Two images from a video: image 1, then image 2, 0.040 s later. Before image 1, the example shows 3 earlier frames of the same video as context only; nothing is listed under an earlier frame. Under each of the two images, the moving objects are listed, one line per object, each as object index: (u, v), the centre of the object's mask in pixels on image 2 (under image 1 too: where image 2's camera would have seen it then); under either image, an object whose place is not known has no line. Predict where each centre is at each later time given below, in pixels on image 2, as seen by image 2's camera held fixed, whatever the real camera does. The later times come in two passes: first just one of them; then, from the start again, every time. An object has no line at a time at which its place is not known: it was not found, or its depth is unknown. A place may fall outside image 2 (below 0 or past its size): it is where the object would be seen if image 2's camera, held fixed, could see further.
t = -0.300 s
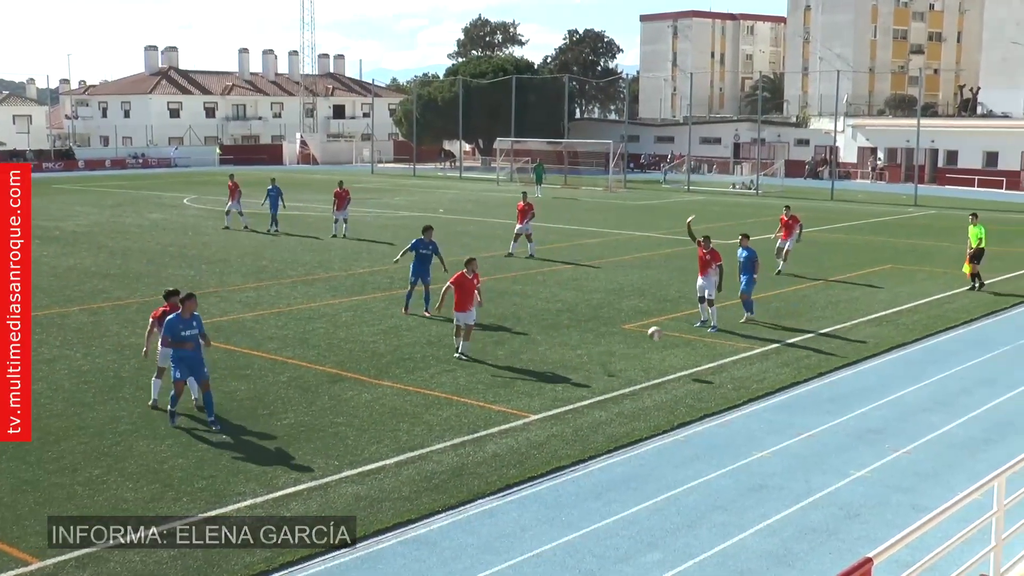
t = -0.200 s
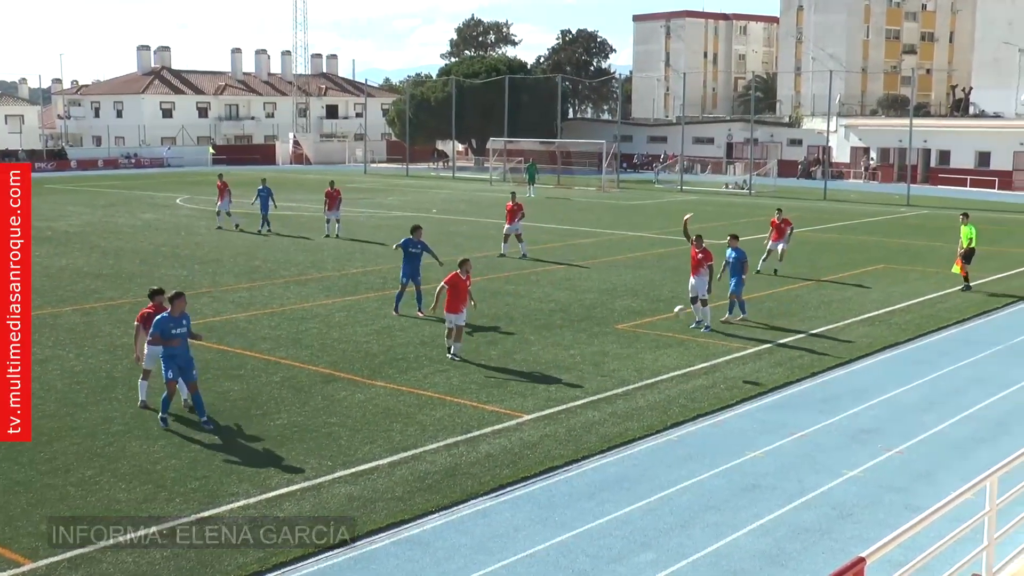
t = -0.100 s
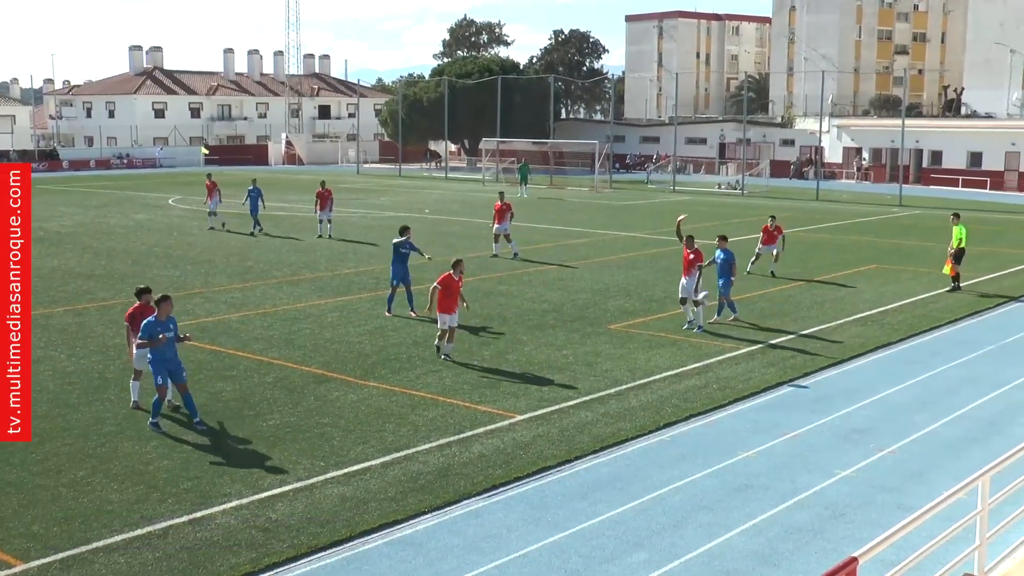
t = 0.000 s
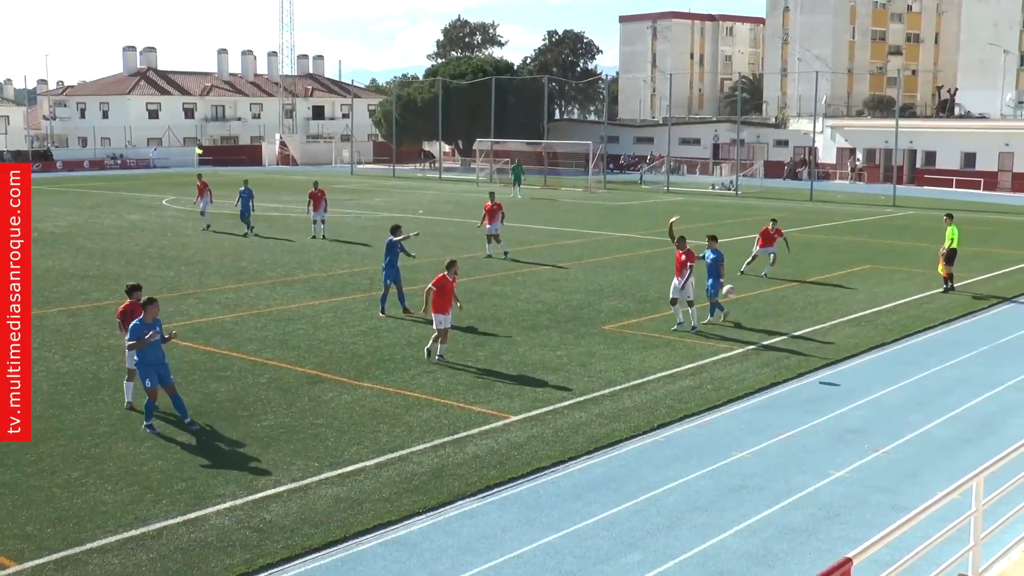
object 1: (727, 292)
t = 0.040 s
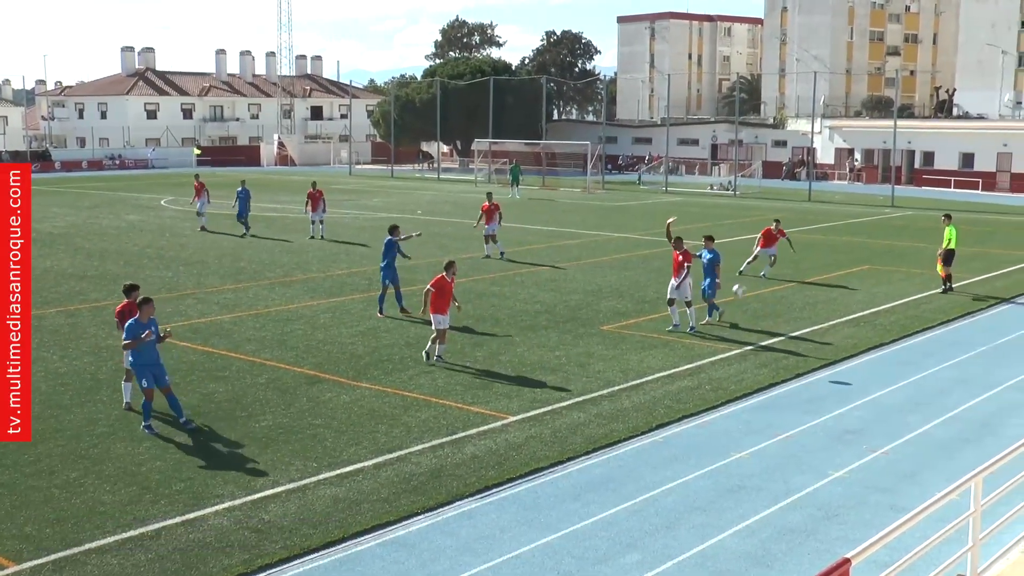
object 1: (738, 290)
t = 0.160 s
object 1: (774, 290)
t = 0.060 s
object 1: (746, 290)
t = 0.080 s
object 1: (750, 289)
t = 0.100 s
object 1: (756, 291)
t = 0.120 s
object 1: (762, 290)
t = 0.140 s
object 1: (768, 291)
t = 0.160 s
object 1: (774, 290)
